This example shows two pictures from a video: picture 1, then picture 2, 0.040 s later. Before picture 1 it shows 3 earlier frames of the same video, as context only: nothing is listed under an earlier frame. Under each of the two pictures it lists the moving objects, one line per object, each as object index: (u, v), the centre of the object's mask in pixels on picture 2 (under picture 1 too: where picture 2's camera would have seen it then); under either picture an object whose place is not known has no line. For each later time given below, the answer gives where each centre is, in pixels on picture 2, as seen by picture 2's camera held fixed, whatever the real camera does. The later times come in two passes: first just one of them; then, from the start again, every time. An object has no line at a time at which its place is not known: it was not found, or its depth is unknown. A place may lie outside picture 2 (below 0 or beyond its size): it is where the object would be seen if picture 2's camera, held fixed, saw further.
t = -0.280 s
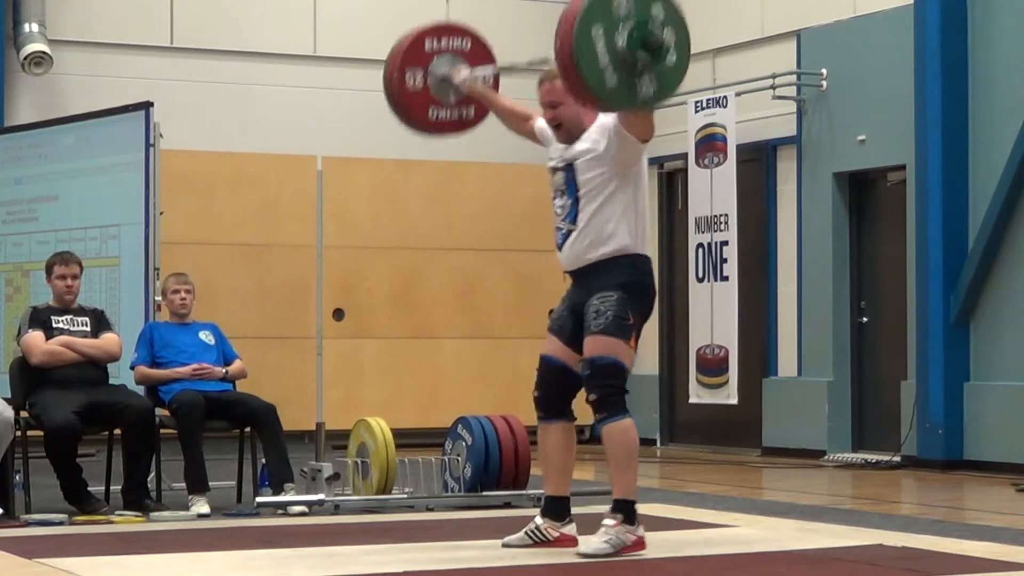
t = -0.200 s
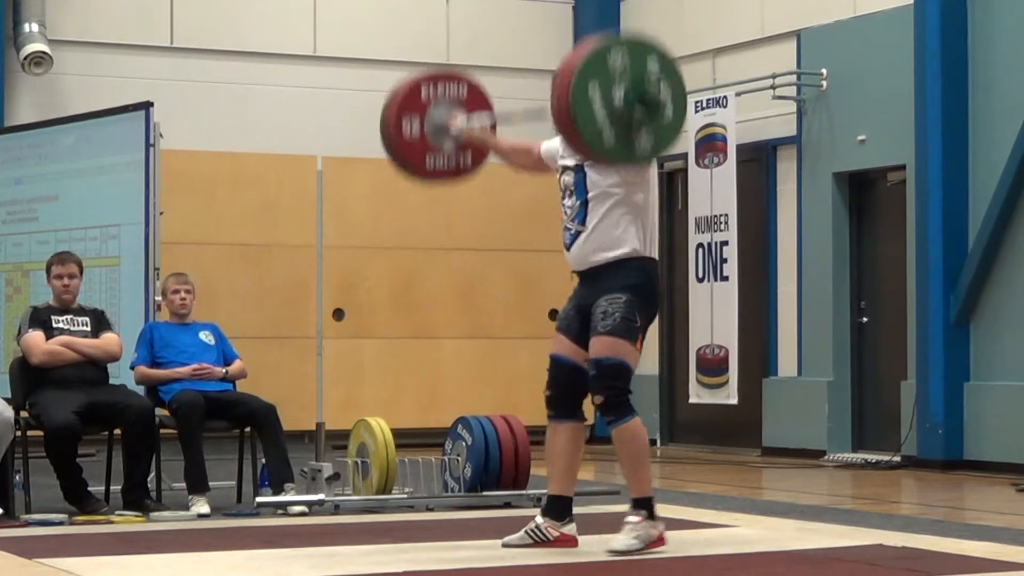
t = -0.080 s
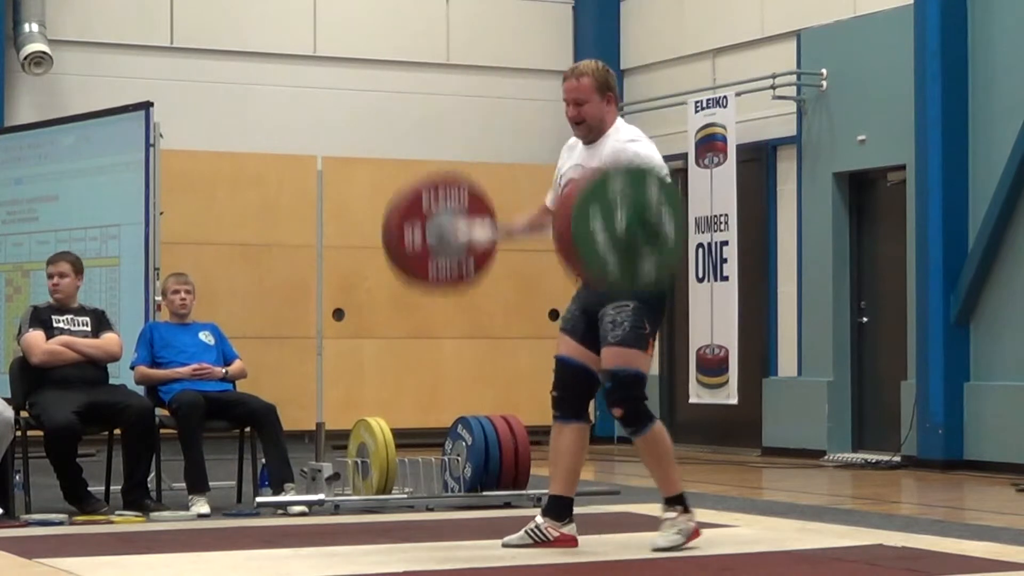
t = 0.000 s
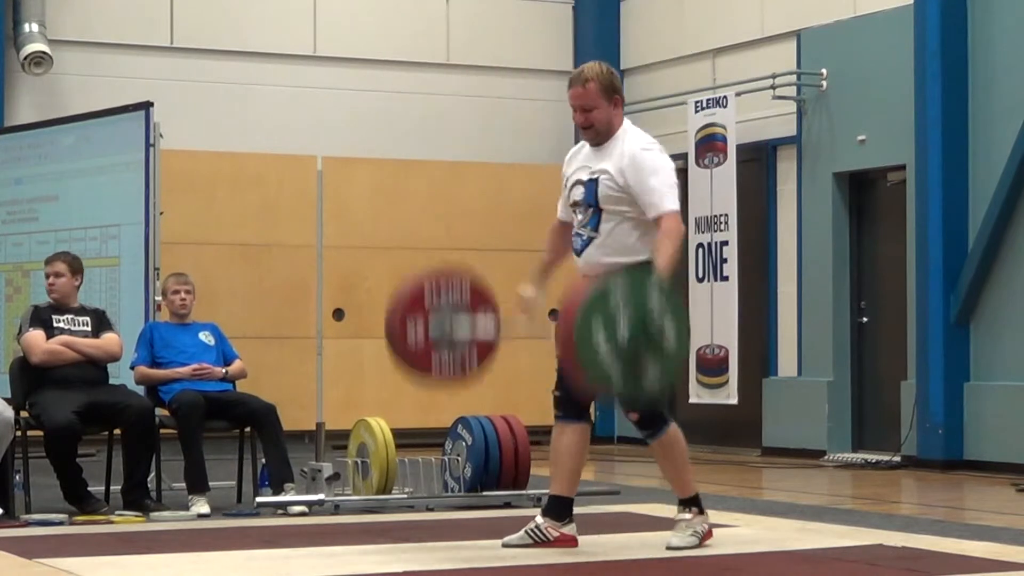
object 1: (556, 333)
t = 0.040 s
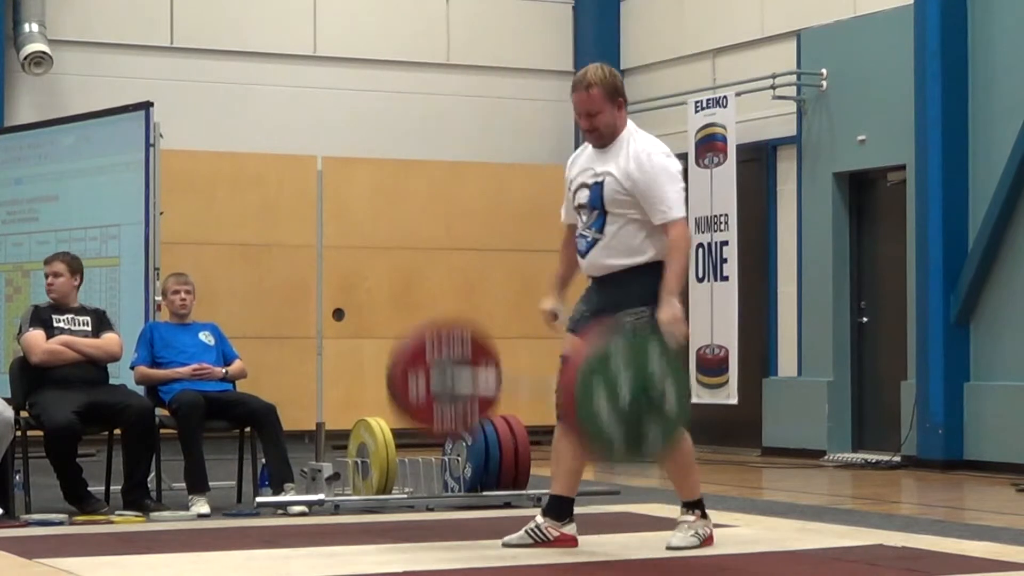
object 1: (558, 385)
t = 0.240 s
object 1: (556, 415)
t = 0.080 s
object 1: (557, 445)
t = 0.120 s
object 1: (559, 501)
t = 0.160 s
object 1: (557, 470)
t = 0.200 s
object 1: (549, 439)
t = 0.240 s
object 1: (556, 415)
